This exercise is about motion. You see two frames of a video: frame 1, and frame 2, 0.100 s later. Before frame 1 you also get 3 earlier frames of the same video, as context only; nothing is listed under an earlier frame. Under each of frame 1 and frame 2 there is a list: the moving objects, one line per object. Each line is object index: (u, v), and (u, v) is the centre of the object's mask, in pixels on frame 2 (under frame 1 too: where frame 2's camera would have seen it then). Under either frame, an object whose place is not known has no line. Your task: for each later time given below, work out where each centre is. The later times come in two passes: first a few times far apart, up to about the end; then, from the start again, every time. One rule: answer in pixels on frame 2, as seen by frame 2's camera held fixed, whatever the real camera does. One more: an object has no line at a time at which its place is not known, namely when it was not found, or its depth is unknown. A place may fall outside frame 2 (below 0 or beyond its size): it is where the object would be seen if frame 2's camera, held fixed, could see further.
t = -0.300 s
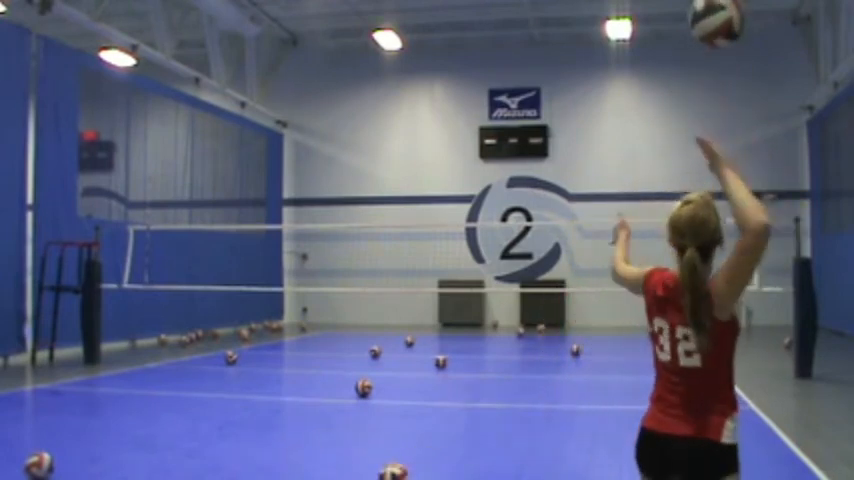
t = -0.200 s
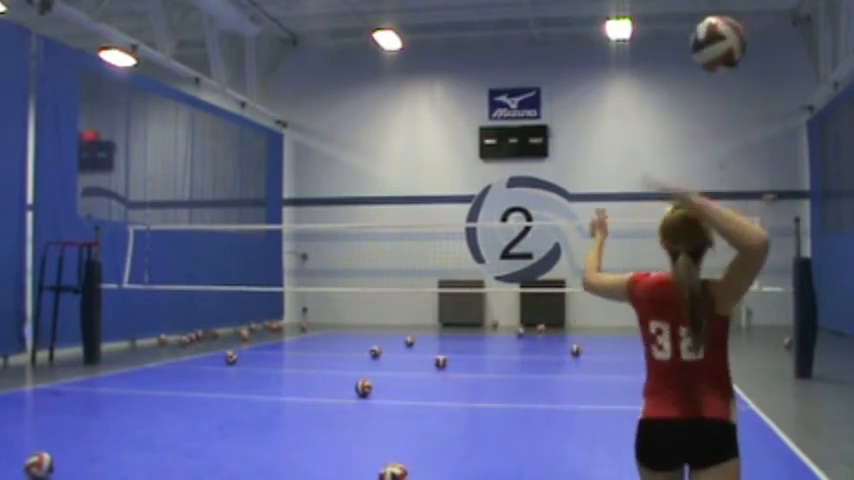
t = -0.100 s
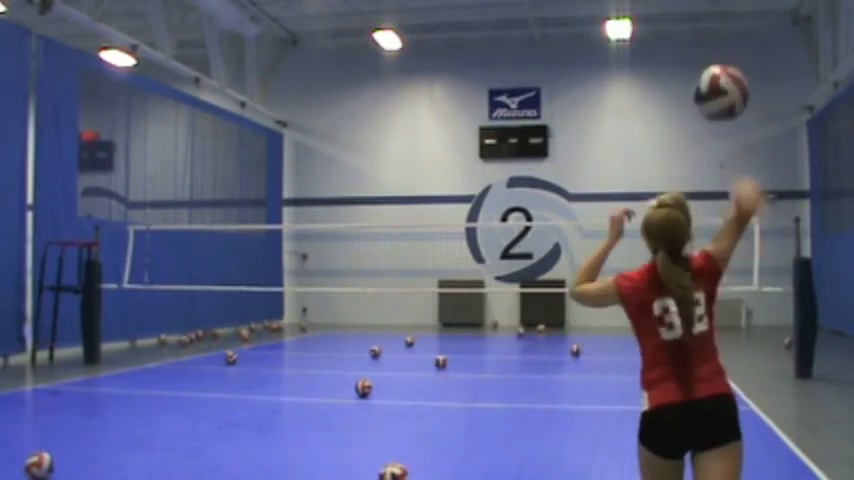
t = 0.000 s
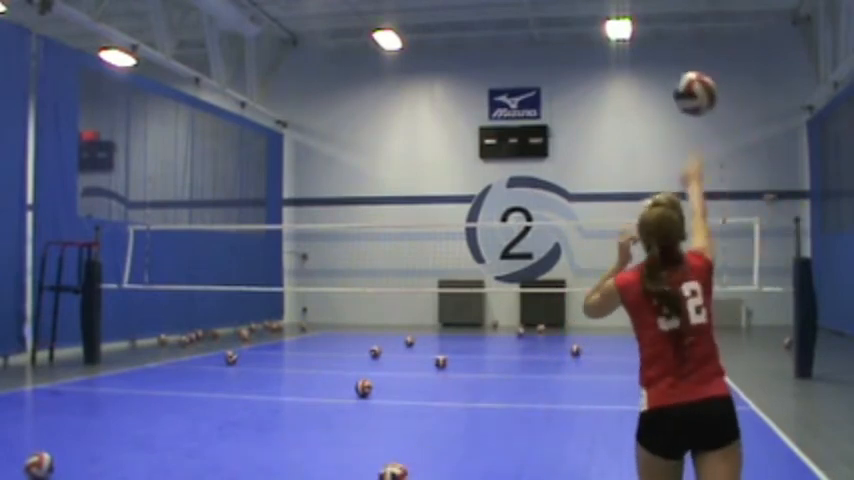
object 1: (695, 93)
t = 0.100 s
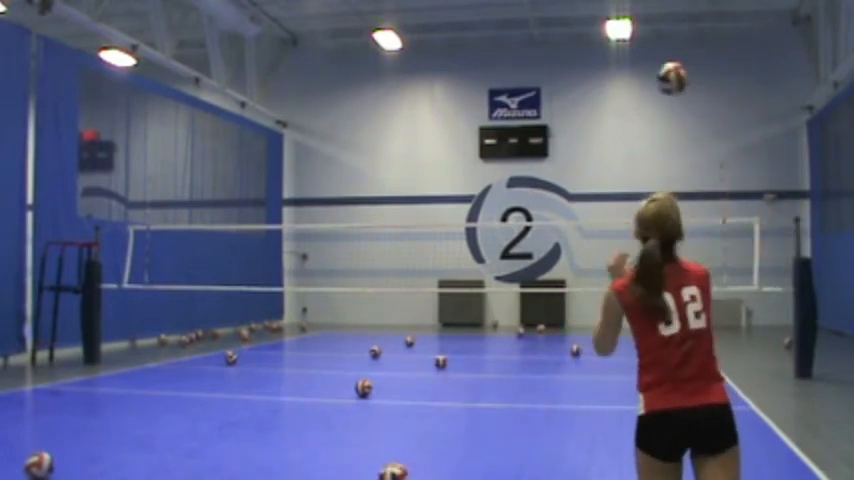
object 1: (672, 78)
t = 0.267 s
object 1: (658, 90)
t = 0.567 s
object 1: (655, 152)
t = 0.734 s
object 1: (658, 191)
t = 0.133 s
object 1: (668, 78)
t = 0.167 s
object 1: (664, 79)
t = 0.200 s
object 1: (661, 81)
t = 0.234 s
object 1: (660, 85)
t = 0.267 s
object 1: (658, 90)
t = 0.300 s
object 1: (658, 95)
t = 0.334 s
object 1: (657, 100)
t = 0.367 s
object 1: (656, 107)
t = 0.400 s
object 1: (656, 113)
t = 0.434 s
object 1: (655, 121)
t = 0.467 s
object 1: (655, 129)
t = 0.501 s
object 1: (655, 137)
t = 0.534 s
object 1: (655, 144)
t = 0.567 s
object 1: (655, 152)
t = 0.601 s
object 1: (655, 160)
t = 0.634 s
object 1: (656, 168)
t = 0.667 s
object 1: (657, 176)
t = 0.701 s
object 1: (657, 184)
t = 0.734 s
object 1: (658, 191)
